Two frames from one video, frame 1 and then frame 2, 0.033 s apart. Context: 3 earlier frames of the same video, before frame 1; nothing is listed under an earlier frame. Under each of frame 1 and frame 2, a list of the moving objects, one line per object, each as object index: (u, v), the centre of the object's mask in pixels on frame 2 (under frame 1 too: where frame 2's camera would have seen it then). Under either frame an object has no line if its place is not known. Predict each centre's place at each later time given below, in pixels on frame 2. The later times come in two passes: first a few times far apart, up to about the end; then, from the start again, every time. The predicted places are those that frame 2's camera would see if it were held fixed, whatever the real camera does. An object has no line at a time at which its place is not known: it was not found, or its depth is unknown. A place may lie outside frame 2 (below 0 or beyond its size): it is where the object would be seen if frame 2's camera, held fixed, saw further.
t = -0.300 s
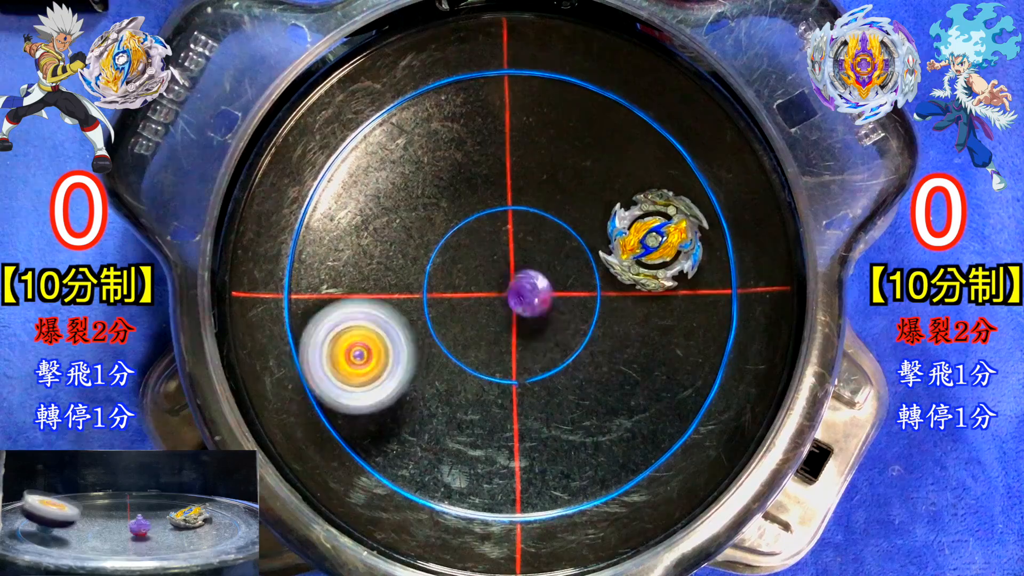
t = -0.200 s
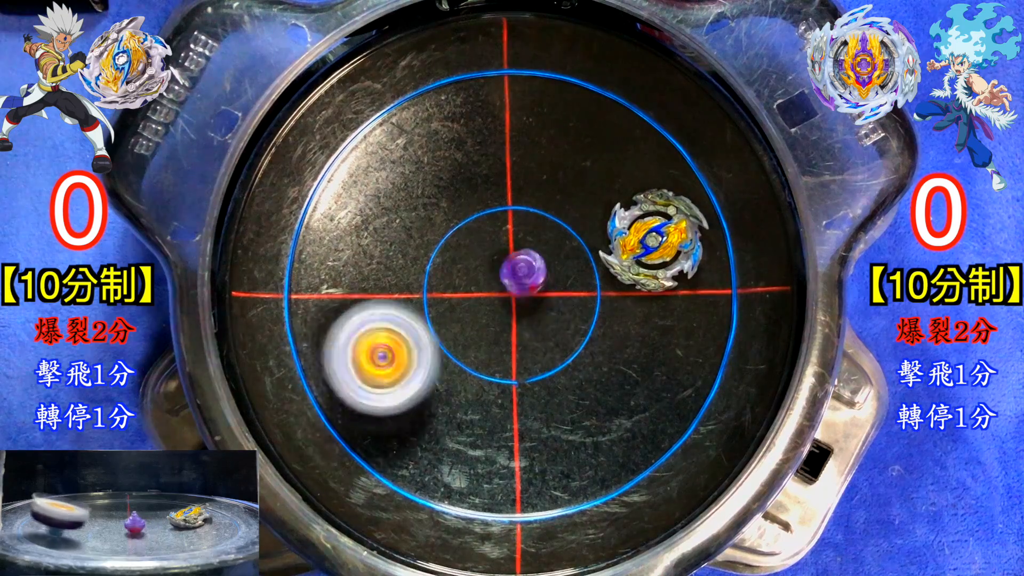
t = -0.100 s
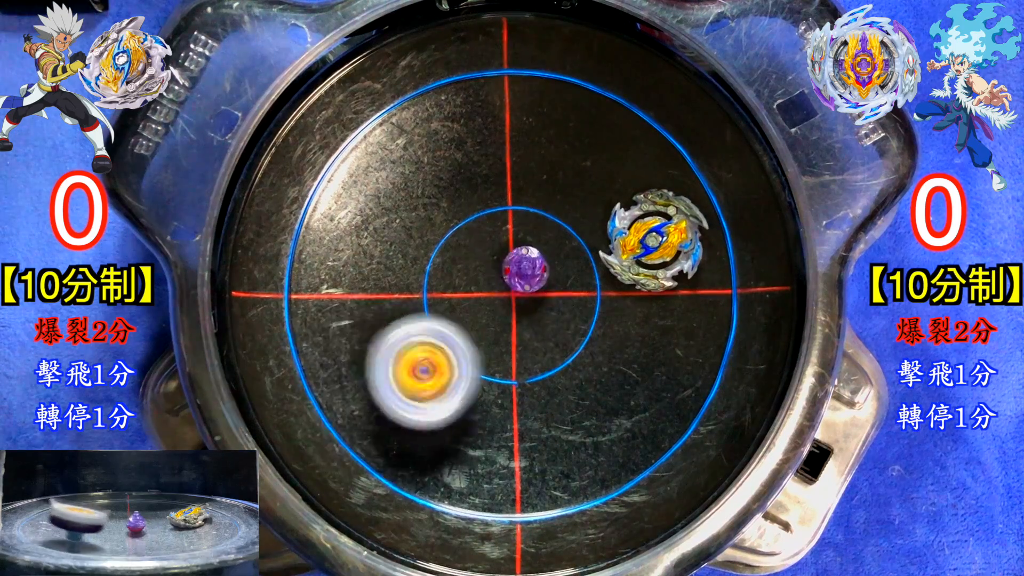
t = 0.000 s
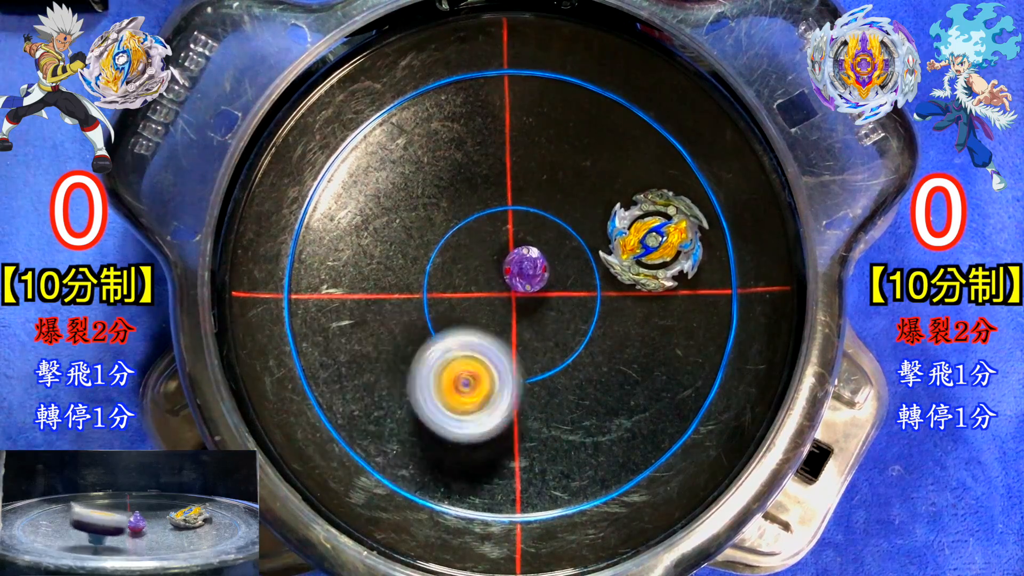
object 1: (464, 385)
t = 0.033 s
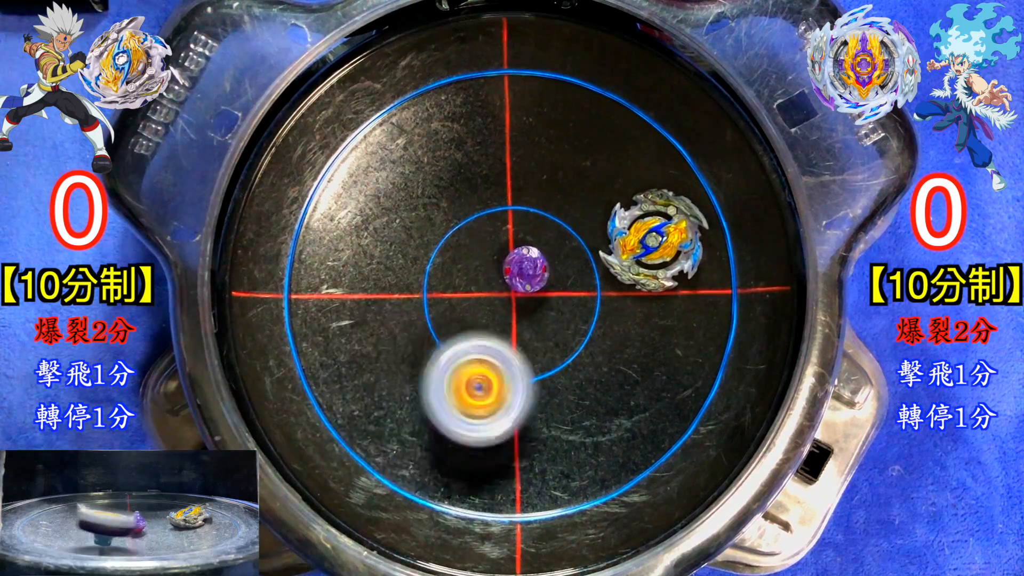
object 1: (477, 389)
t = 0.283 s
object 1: (538, 407)
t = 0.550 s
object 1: (585, 411)
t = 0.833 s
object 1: (592, 323)
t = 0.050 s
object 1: (483, 390)
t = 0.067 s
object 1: (488, 391)
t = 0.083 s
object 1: (494, 393)
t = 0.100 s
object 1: (498, 393)
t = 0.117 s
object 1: (502, 394)
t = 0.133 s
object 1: (507, 395)
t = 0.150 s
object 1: (510, 395)
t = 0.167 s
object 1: (513, 396)
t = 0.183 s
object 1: (518, 397)
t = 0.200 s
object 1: (522, 397)
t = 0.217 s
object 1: (525, 399)
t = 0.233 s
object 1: (529, 401)
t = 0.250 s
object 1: (532, 402)
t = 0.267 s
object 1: (535, 404)
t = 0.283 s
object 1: (538, 407)
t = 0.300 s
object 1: (540, 408)
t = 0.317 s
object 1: (543, 410)
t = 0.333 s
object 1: (546, 412)
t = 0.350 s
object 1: (549, 413)
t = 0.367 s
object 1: (553, 414)
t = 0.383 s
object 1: (557, 415)
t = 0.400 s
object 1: (560, 415)
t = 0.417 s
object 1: (563, 415)
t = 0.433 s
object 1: (568, 416)
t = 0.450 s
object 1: (571, 415)
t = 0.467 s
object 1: (574, 415)
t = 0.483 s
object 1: (577, 415)
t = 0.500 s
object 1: (579, 415)
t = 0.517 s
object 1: (582, 413)
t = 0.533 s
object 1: (583, 412)
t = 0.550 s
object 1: (585, 411)
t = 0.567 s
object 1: (587, 409)
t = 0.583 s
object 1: (587, 407)
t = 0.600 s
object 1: (587, 405)
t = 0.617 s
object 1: (588, 400)
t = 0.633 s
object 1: (588, 396)
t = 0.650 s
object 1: (587, 392)
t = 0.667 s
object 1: (587, 386)
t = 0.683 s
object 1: (587, 381)
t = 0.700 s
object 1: (586, 376)
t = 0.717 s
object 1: (586, 370)
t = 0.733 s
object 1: (587, 363)
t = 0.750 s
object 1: (586, 356)
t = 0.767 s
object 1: (587, 351)
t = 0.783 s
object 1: (588, 343)
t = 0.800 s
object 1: (589, 335)
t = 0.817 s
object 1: (590, 329)
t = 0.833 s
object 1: (592, 323)
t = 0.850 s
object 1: (595, 316)
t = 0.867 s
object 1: (597, 310)
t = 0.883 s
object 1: (600, 308)
